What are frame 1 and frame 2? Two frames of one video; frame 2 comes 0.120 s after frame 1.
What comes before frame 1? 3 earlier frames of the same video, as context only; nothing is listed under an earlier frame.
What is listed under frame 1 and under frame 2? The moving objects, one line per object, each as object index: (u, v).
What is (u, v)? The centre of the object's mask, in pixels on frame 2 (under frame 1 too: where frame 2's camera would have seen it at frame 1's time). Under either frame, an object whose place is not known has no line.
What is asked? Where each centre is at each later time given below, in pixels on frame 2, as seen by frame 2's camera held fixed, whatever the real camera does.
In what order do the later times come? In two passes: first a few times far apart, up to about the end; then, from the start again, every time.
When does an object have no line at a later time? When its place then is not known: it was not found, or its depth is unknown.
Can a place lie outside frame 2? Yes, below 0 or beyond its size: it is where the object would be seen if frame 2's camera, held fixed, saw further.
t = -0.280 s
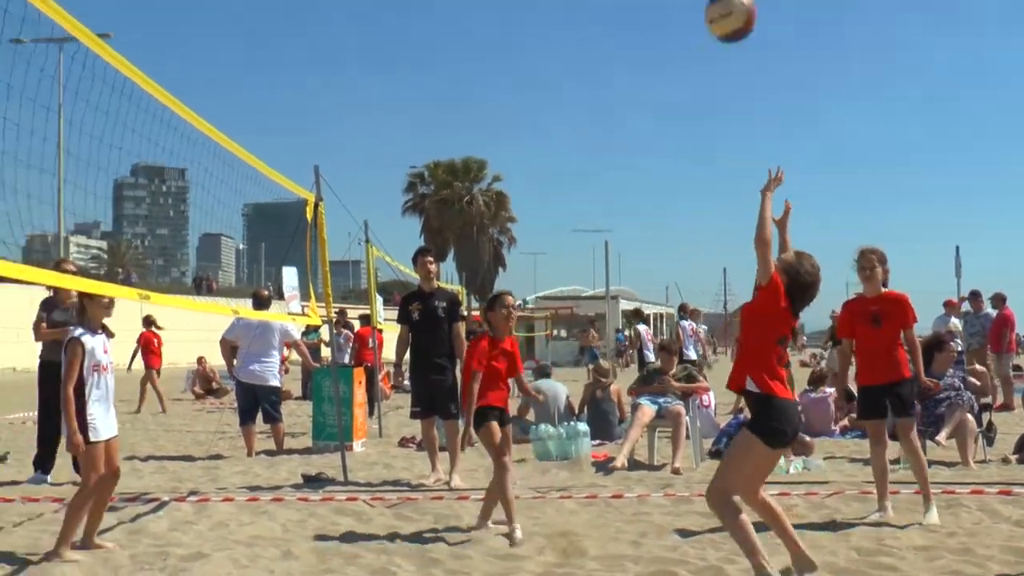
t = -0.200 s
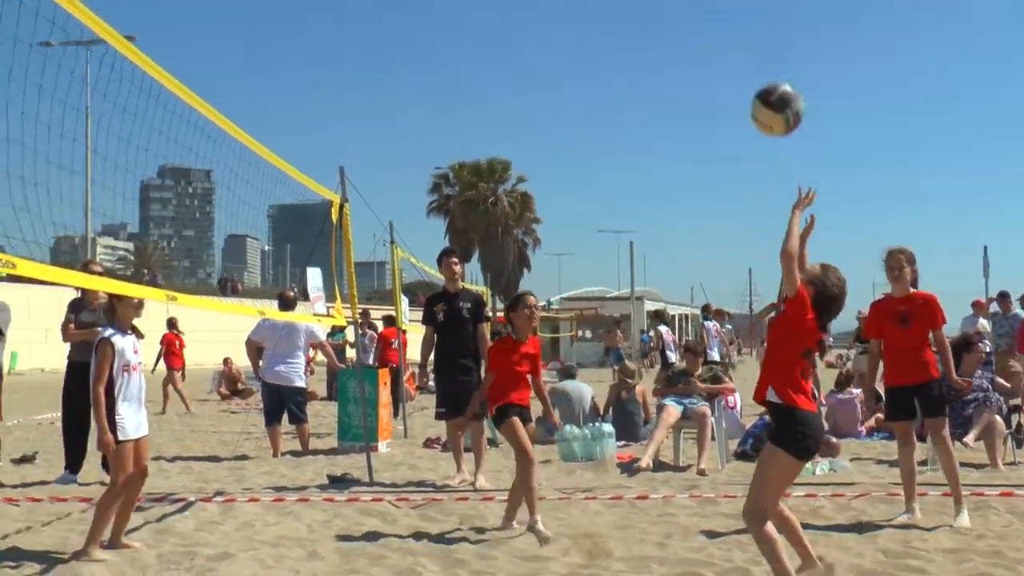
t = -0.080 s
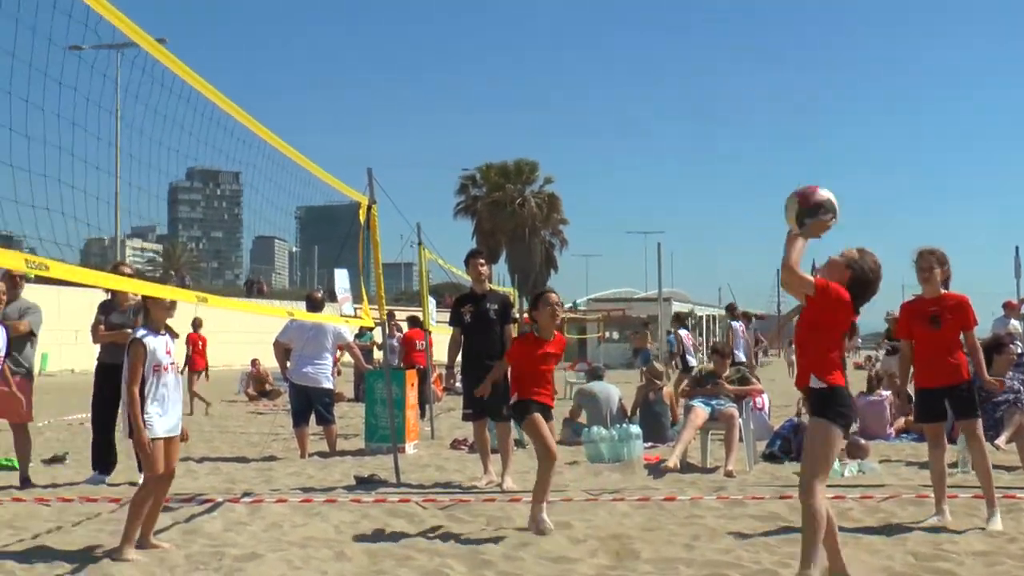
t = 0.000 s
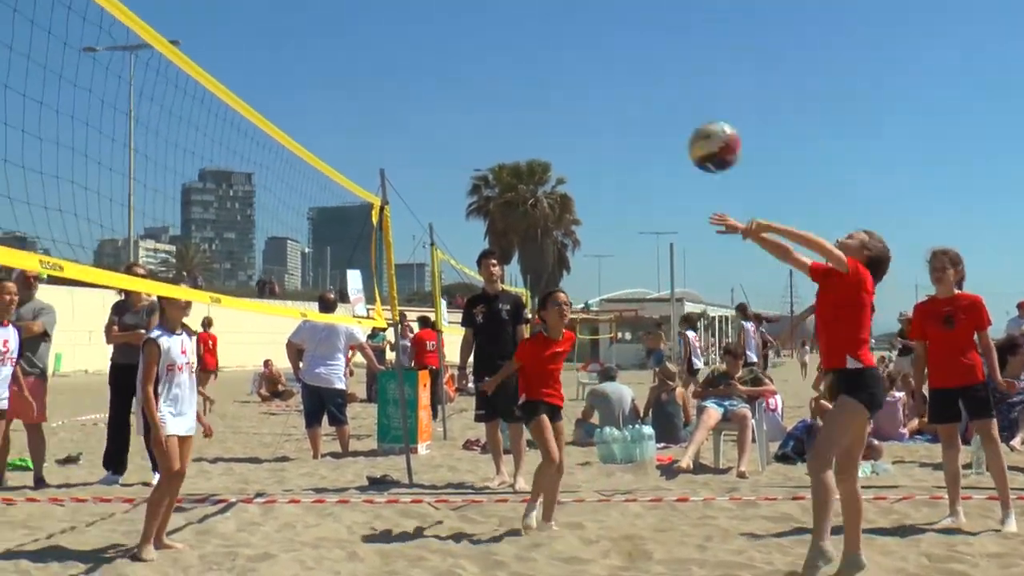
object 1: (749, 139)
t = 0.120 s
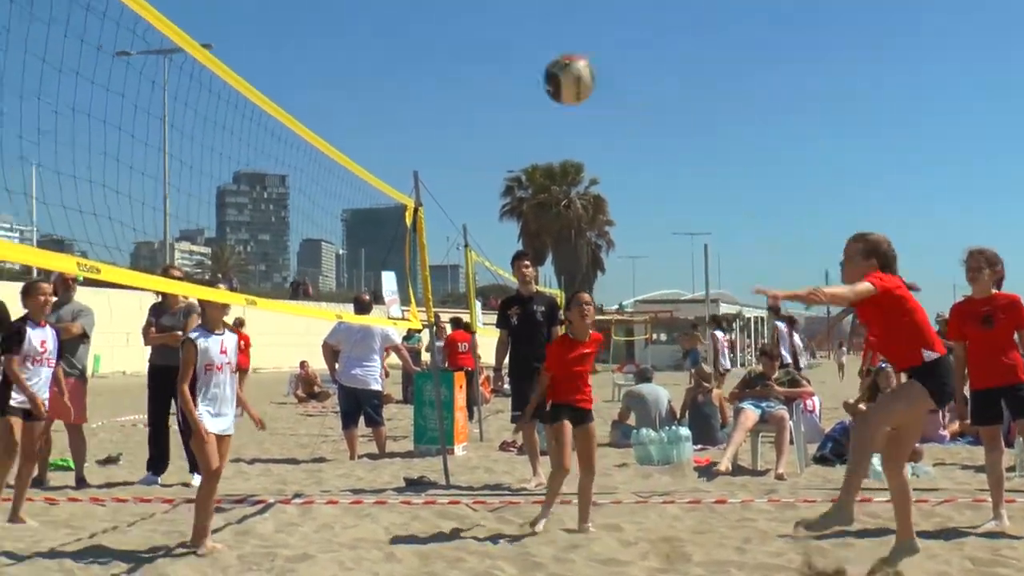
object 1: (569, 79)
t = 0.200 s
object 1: (456, 55)
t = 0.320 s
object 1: (293, 47)
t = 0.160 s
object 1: (511, 65)
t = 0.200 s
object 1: (456, 55)
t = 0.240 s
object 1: (401, 49)
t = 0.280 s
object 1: (347, 45)
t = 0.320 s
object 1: (293, 47)
